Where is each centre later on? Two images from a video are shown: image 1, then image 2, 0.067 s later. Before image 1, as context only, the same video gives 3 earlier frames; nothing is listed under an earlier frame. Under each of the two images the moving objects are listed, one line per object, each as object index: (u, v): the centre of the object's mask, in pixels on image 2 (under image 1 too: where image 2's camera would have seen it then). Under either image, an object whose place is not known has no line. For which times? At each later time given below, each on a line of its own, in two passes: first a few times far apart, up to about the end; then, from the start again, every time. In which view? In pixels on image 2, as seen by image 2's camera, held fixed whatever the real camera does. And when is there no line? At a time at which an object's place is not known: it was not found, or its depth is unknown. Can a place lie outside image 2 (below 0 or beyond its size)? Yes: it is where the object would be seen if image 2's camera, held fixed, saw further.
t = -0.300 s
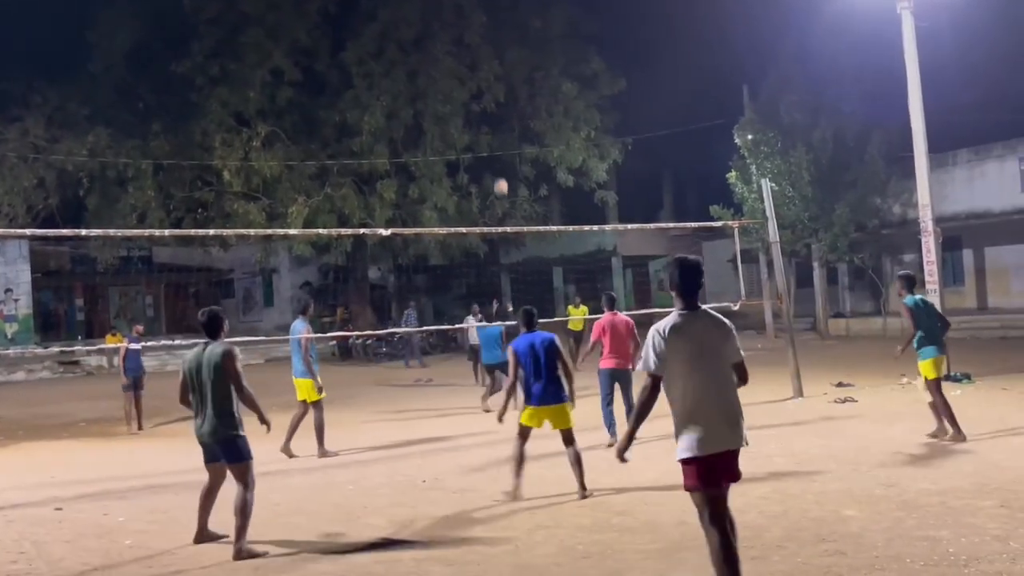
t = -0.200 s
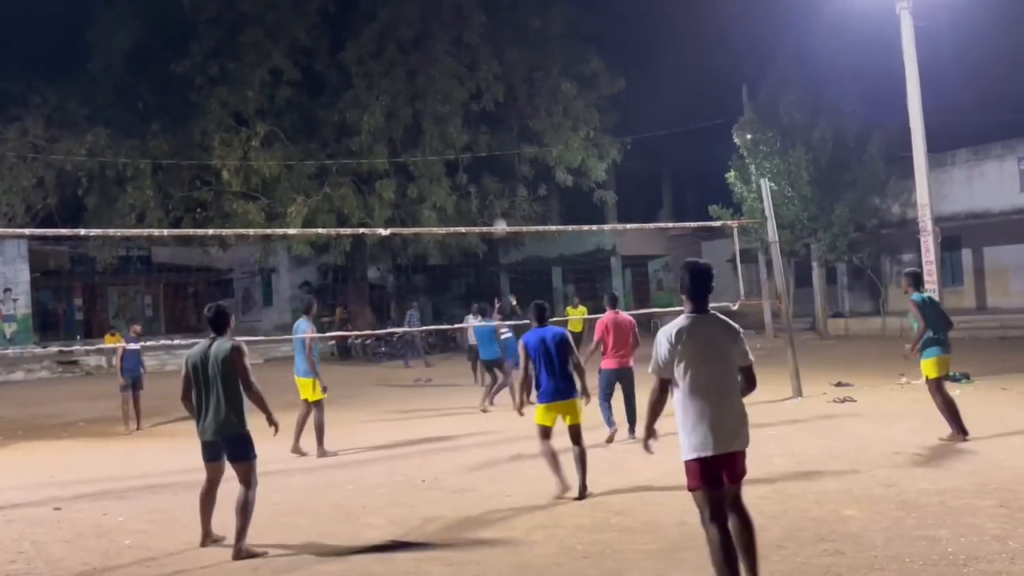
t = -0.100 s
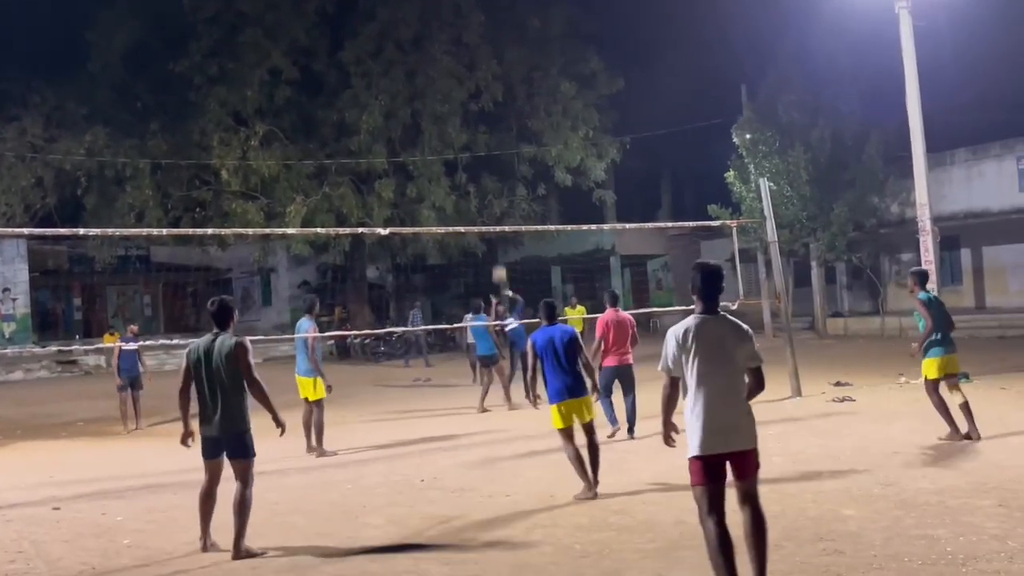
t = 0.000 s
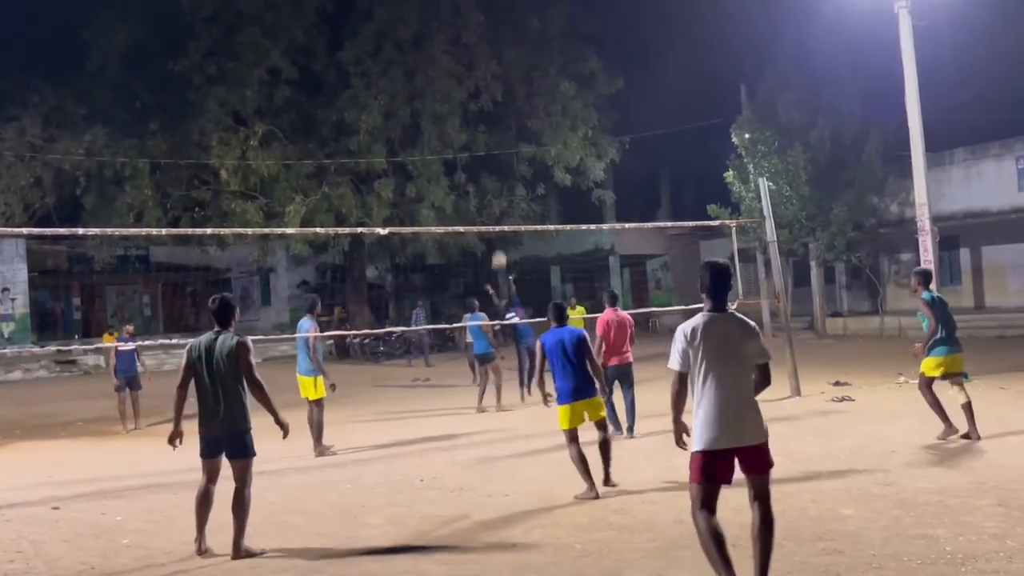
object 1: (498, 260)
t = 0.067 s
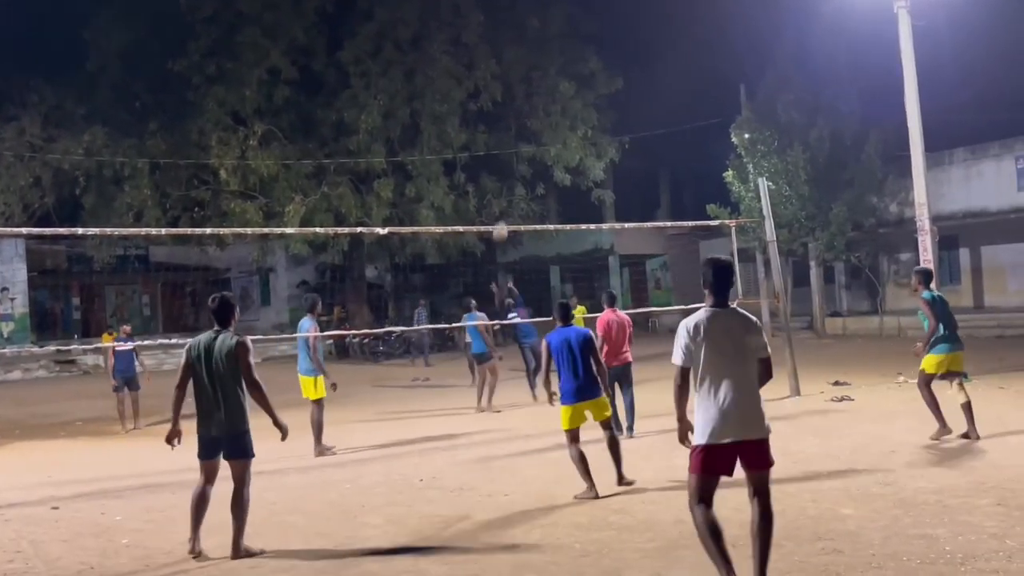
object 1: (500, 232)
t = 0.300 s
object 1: (507, 142)
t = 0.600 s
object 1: (524, 66)
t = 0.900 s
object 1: (561, 52)
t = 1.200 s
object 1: (626, 141)
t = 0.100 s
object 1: (501, 216)
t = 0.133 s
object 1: (502, 203)
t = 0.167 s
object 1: (503, 190)
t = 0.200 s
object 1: (504, 177)
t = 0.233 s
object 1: (505, 165)
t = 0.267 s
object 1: (506, 153)
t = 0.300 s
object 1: (507, 142)
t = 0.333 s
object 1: (508, 131)
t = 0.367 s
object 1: (509, 121)
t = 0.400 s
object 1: (511, 111)
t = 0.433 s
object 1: (513, 102)
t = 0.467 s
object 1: (514, 94)
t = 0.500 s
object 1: (516, 85)
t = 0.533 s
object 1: (518, 78)
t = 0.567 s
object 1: (521, 72)
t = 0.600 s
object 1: (524, 66)
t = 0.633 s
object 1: (527, 61)
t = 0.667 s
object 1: (530, 57)
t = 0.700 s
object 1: (534, 53)
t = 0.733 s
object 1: (537, 50)
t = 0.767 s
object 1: (541, 49)
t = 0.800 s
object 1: (546, 48)
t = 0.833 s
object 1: (551, 48)
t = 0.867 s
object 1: (555, 50)
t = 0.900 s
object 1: (561, 52)
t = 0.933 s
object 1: (567, 56)
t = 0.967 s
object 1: (573, 61)
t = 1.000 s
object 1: (580, 68)
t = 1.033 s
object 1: (586, 76)
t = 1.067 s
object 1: (593, 85)
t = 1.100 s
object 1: (600, 96)
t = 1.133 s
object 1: (609, 110)
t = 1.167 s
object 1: (617, 124)
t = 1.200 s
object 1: (626, 141)
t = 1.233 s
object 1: (635, 161)
